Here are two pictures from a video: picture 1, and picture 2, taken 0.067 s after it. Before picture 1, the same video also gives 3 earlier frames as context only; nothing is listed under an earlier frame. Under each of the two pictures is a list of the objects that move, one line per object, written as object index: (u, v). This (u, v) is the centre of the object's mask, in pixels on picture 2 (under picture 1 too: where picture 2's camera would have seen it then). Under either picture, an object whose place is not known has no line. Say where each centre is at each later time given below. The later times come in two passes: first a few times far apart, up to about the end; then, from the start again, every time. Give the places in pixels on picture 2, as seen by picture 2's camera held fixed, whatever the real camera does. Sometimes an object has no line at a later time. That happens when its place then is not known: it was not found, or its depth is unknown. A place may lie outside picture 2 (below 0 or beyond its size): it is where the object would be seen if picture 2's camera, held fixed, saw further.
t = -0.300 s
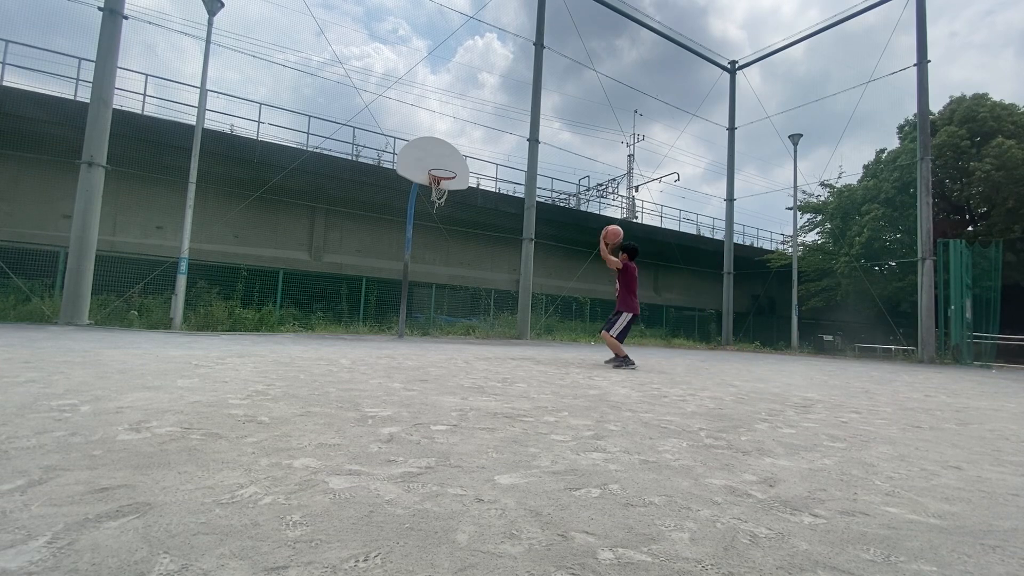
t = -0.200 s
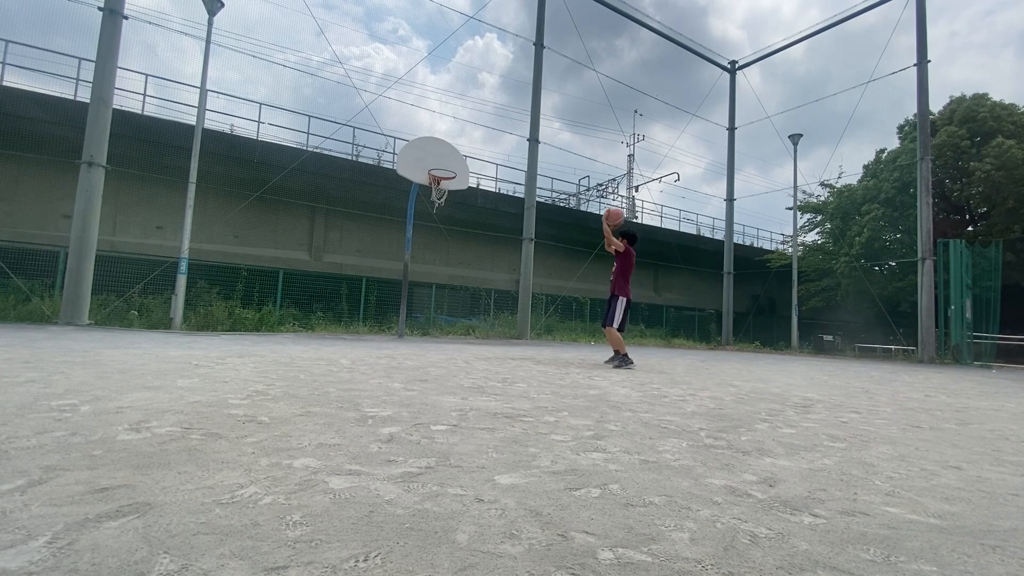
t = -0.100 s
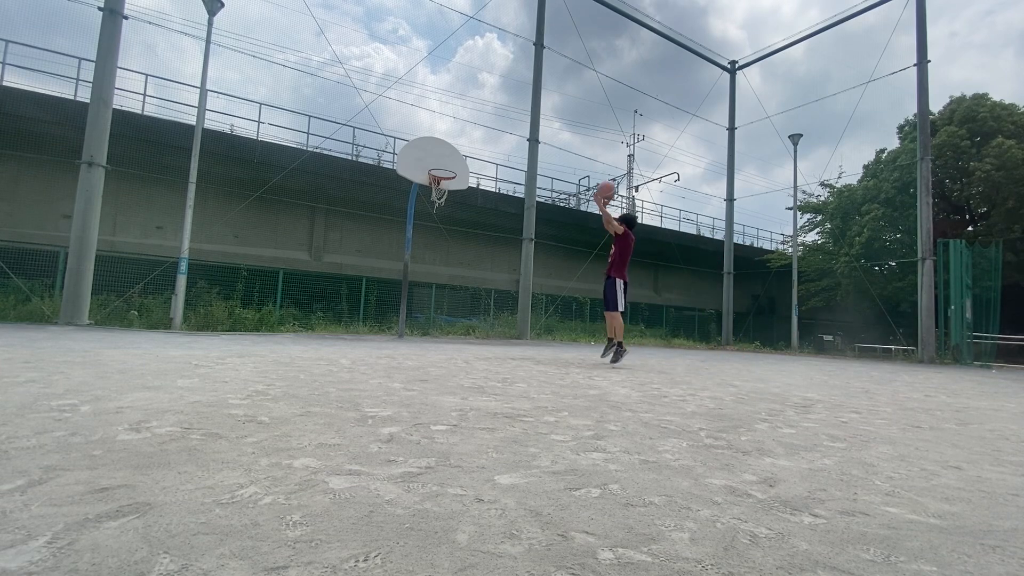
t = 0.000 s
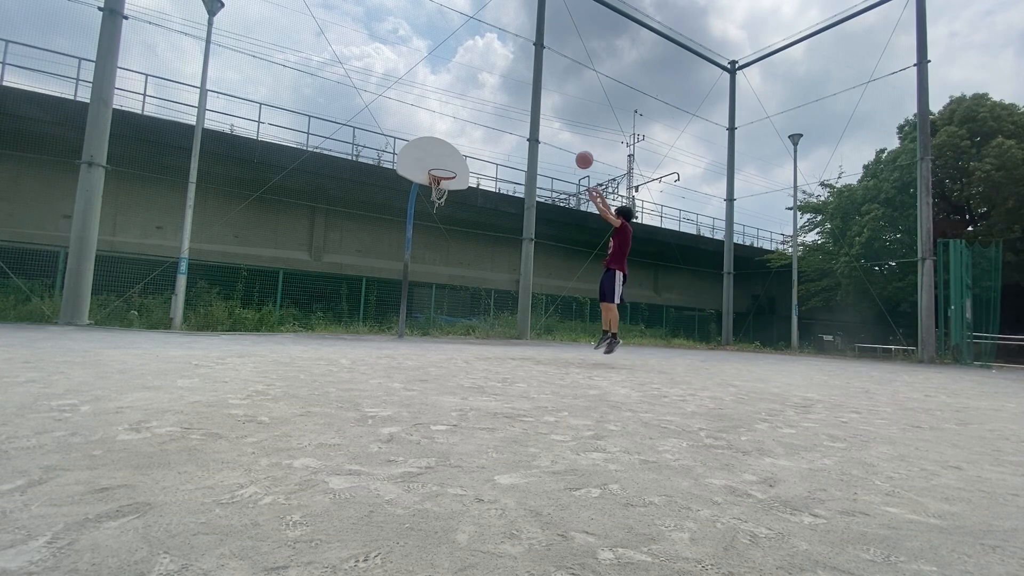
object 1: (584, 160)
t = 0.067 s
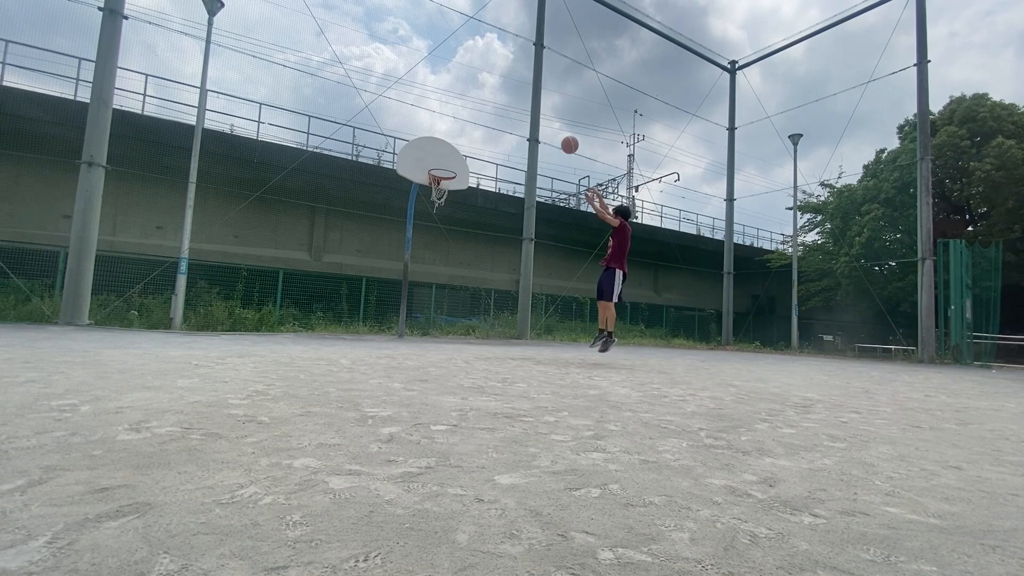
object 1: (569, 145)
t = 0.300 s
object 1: (523, 120)
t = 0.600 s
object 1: (470, 140)
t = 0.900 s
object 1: (430, 190)
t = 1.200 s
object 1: (436, 199)
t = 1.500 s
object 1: (441, 252)
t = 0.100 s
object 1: (562, 139)
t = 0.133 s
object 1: (556, 133)
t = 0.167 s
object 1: (549, 129)
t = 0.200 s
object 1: (542, 126)
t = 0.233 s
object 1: (536, 123)
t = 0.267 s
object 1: (529, 122)
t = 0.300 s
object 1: (523, 120)
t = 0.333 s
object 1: (516, 120)
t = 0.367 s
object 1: (510, 121)
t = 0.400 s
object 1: (504, 122)
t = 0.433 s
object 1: (498, 123)
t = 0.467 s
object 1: (492, 125)
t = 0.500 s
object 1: (487, 128)
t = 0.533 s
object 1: (481, 132)
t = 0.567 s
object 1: (476, 136)
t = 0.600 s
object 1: (470, 140)
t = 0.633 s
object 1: (464, 146)
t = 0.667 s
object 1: (459, 151)
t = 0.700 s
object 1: (454, 157)
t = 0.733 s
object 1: (448, 164)
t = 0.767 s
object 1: (443, 172)
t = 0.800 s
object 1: (438, 179)
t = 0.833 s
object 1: (434, 185)
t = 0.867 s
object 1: (432, 188)
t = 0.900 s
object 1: (430, 190)
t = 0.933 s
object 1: (429, 191)
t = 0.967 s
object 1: (429, 191)
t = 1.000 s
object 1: (431, 190)
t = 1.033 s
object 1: (431, 190)
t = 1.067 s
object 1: (432, 190)
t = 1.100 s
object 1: (433, 192)
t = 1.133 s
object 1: (434, 194)
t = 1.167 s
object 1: (435, 197)
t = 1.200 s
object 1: (436, 199)
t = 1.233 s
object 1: (437, 203)
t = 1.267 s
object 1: (438, 207)
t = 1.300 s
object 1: (438, 212)
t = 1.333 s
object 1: (439, 217)
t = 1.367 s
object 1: (440, 223)
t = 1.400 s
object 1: (440, 229)
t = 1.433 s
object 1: (440, 237)
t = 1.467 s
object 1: (441, 244)
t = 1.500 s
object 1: (441, 252)
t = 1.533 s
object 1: (442, 261)
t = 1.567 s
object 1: (442, 270)
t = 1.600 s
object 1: (442, 280)
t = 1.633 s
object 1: (442, 291)
